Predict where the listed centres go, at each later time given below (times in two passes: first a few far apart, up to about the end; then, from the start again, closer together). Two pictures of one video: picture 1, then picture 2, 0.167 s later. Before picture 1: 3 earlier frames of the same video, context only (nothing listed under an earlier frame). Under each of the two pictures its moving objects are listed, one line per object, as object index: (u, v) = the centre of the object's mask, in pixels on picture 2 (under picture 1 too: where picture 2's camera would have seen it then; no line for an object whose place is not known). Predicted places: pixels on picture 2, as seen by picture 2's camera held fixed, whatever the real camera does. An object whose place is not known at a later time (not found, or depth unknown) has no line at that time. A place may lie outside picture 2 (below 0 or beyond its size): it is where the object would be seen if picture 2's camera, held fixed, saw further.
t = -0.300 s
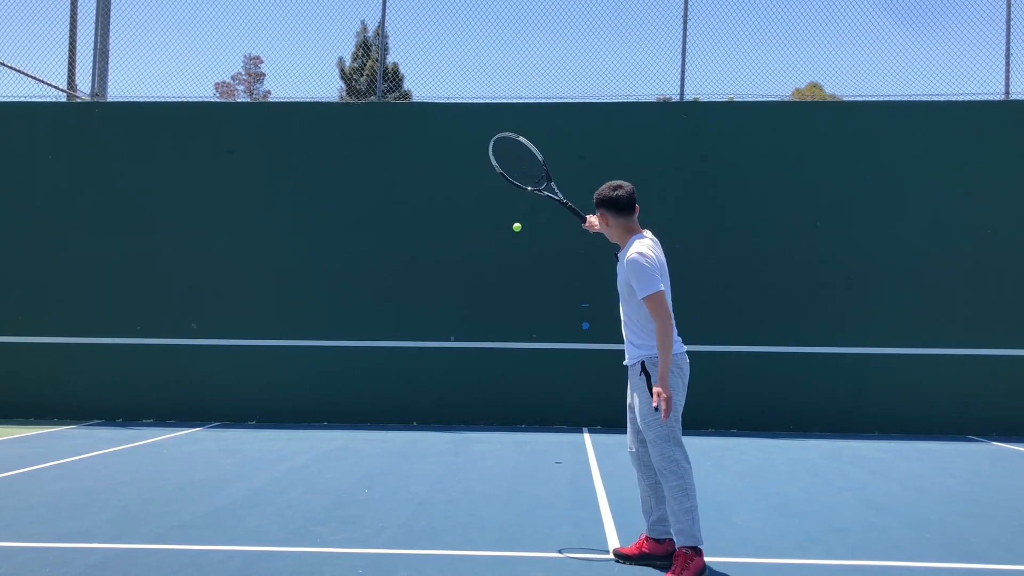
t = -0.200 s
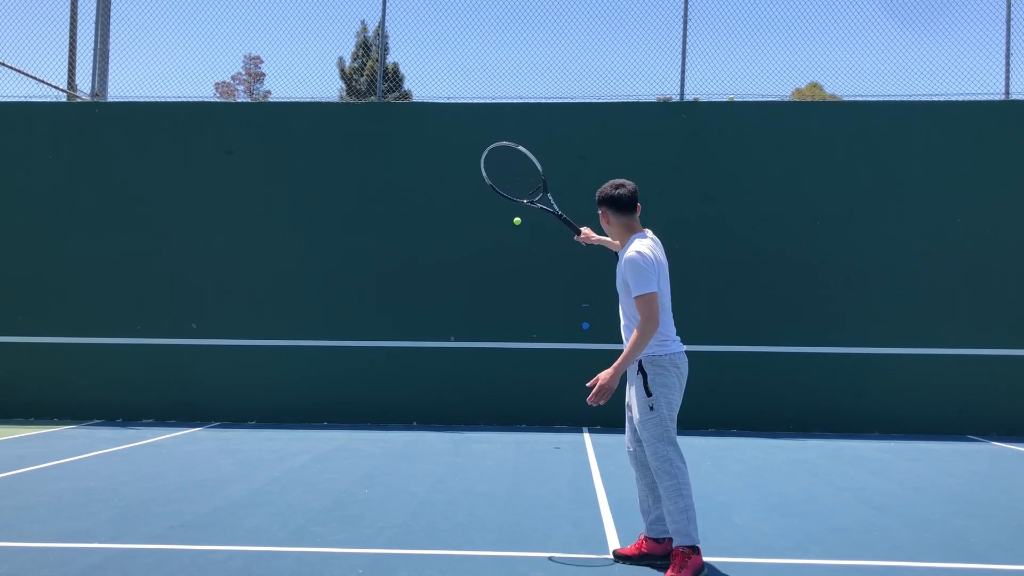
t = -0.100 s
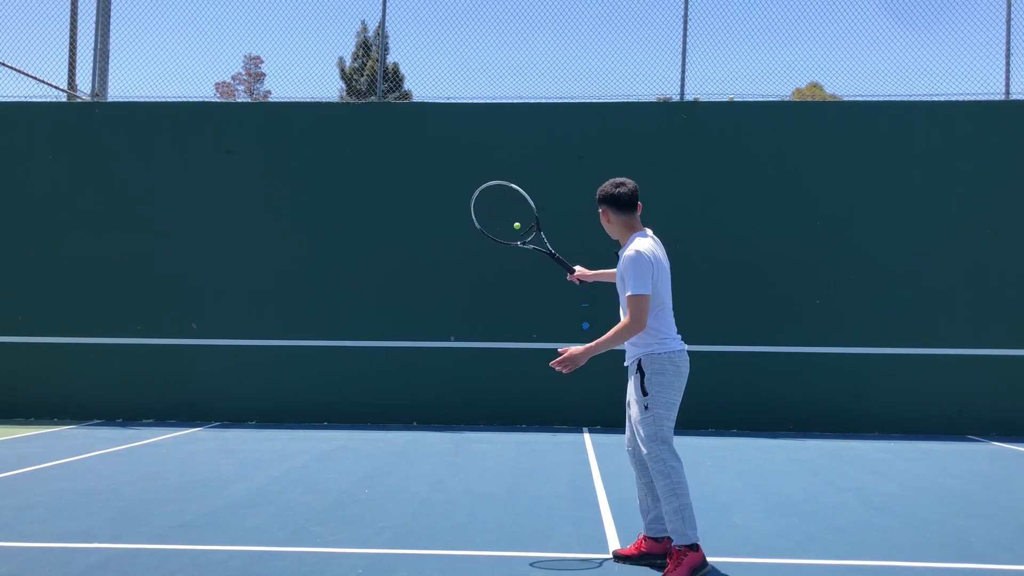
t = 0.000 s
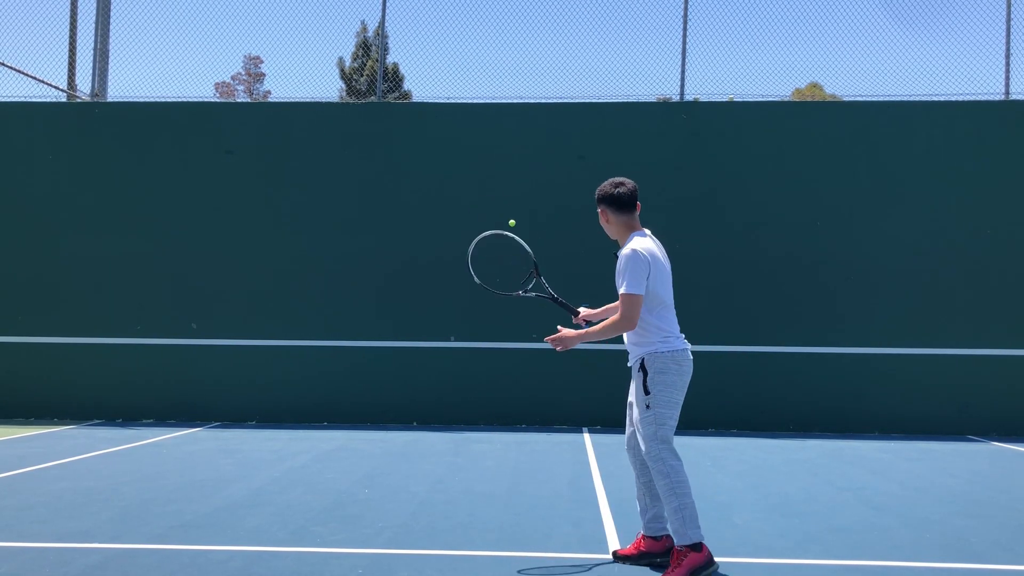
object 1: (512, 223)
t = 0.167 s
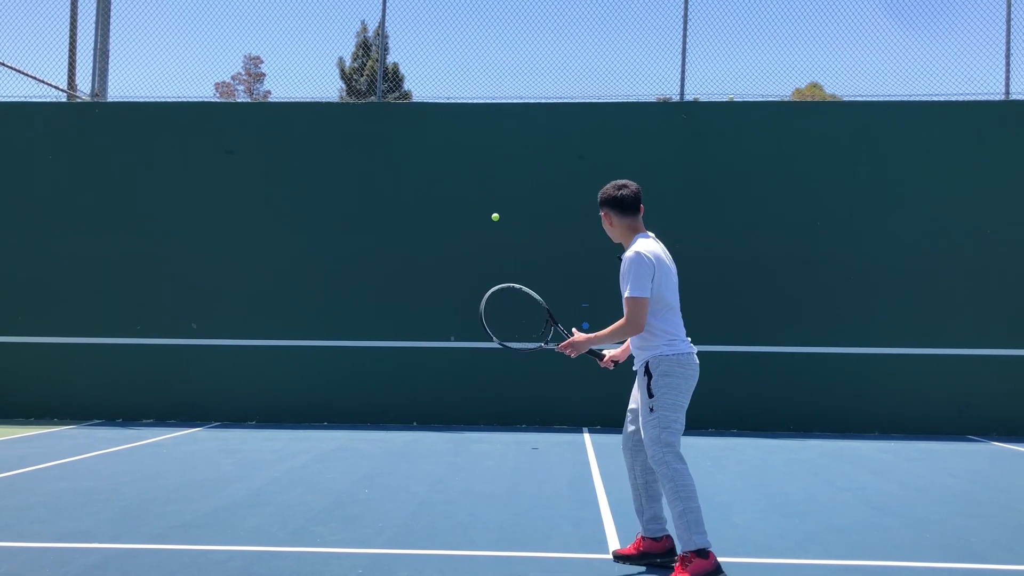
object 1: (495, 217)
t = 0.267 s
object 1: (482, 227)
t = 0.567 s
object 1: (421, 354)
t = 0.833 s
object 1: (346, 421)
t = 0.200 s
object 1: (491, 219)
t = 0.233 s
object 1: (487, 222)
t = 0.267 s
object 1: (482, 227)
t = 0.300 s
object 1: (477, 233)
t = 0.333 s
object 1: (471, 241)
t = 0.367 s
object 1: (466, 251)
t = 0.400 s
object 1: (459, 262)
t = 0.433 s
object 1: (453, 276)
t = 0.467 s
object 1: (445, 291)
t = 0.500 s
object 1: (438, 309)
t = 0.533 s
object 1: (430, 330)
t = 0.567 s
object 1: (421, 354)
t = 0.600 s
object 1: (411, 382)
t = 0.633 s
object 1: (401, 413)
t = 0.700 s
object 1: (377, 488)
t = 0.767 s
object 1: (360, 473)
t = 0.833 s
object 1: (346, 421)
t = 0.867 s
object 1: (338, 398)
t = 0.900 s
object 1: (330, 375)
